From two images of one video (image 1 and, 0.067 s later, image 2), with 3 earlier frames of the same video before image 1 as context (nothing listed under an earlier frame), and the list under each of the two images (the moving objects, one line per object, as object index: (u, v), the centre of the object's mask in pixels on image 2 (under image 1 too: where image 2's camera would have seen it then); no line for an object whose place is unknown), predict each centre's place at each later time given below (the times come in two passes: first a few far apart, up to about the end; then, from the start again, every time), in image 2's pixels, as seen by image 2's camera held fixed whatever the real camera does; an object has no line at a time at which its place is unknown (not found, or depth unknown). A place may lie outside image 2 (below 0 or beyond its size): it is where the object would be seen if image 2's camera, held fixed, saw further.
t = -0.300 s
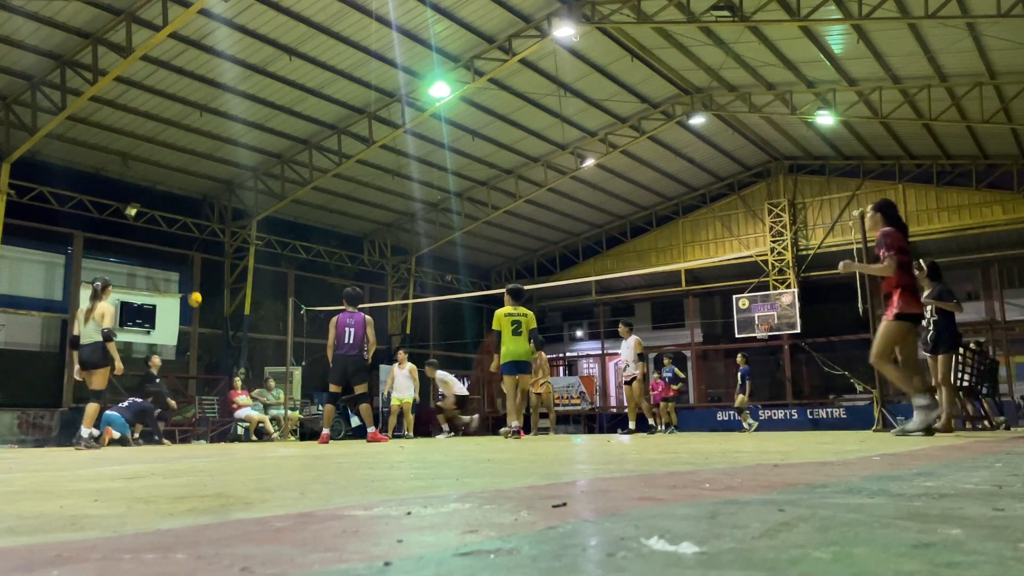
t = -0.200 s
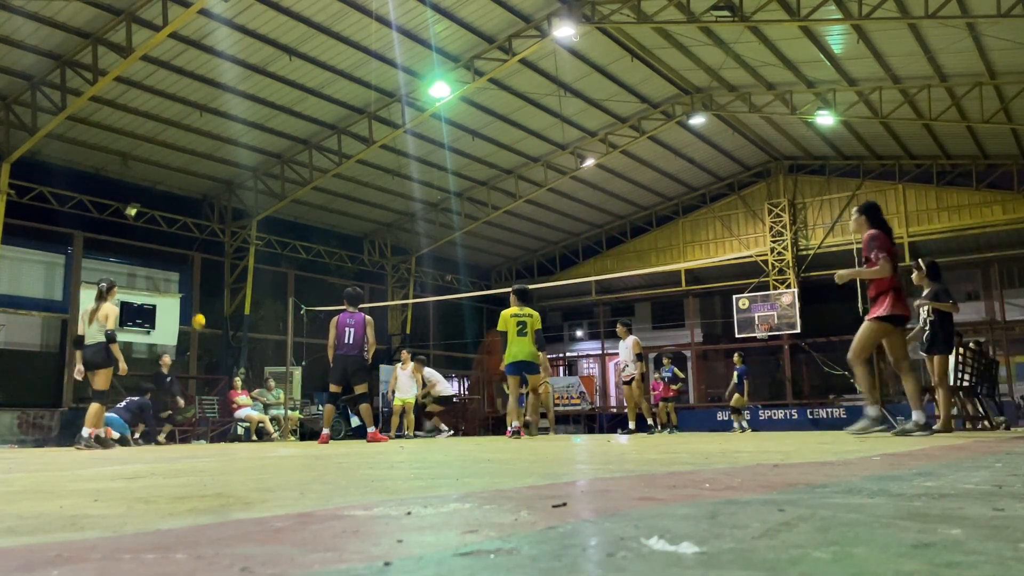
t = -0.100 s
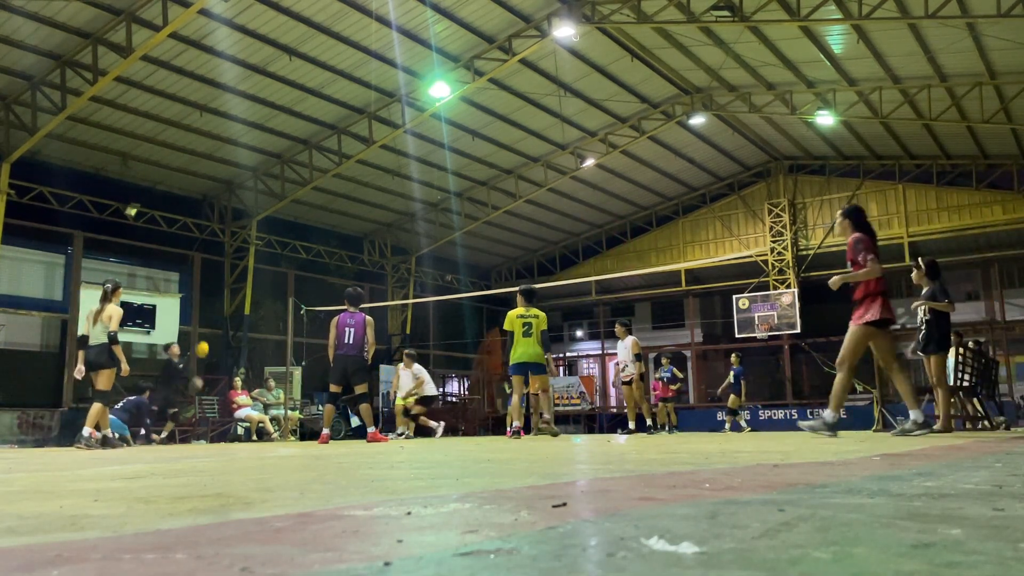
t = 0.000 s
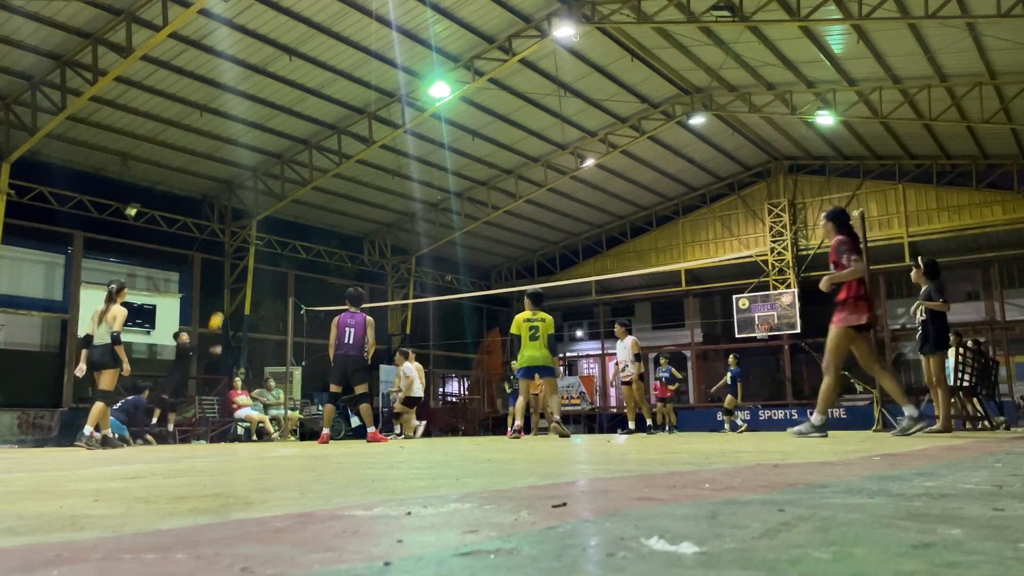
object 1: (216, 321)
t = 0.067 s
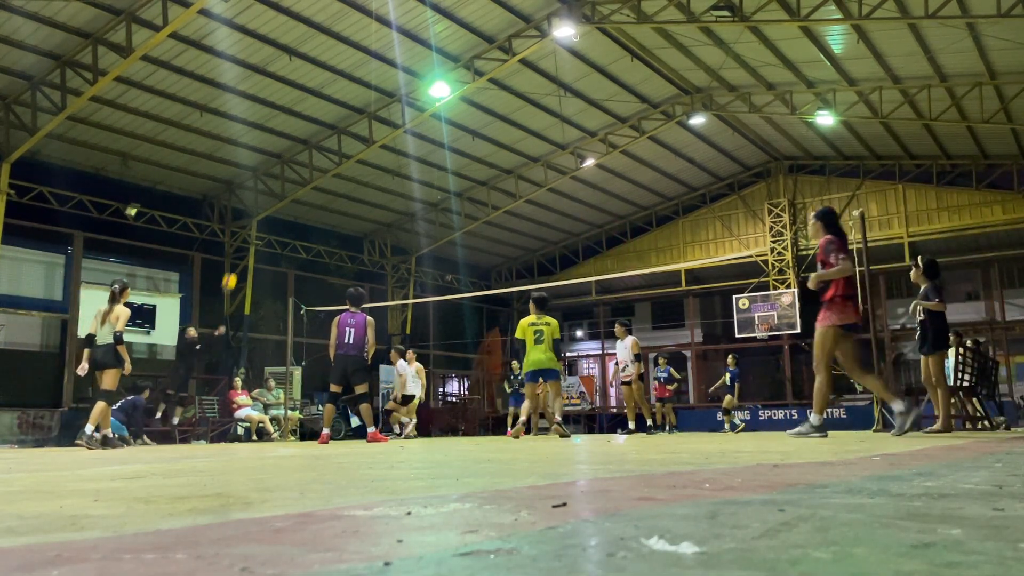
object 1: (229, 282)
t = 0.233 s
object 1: (261, 195)
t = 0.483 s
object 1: (309, 93)
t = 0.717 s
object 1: (354, 32)
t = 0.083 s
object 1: (232, 273)
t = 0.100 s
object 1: (235, 264)
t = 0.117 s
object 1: (238, 255)
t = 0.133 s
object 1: (242, 246)
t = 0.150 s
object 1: (245, 237)
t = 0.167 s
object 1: (249, 228)
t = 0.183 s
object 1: (252, 219)
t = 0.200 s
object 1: (255, 210)
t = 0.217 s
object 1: (258, 203)
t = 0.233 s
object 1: (261, 195)
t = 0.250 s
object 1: (265, 187)
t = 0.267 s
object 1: (268, 180)
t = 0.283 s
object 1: (271, 171)
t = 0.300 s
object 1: (274, 164)
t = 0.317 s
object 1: (277, 157)
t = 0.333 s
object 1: (280, 150)
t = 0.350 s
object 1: (284, 143)
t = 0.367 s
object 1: (287, 136)
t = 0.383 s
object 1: (290, 130)
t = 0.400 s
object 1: (294, 124)
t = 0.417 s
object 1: (297, 117)
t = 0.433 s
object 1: (299, 111)
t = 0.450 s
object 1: (302, 106)
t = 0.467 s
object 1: (307, 98)
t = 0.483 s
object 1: (309, 93)
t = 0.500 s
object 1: (312, 88)
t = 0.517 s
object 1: (315, 84)
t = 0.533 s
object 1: (319, 77)
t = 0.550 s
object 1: (323, 71)
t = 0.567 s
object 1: (325, 67)
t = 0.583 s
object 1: (328, 63)
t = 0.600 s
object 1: (331, 59)
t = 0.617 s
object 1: (334, 55)
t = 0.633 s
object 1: (338, 50)
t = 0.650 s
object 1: (342, 45)
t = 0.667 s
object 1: (345, 42)
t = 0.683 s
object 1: (347, 38)
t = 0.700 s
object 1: (350, 36)
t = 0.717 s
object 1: (354, 32)
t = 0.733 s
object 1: (357, 28)
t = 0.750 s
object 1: (360, 25)
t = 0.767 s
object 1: (364, 23)
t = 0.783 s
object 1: (367, 20)
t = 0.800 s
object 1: (370, 17)
